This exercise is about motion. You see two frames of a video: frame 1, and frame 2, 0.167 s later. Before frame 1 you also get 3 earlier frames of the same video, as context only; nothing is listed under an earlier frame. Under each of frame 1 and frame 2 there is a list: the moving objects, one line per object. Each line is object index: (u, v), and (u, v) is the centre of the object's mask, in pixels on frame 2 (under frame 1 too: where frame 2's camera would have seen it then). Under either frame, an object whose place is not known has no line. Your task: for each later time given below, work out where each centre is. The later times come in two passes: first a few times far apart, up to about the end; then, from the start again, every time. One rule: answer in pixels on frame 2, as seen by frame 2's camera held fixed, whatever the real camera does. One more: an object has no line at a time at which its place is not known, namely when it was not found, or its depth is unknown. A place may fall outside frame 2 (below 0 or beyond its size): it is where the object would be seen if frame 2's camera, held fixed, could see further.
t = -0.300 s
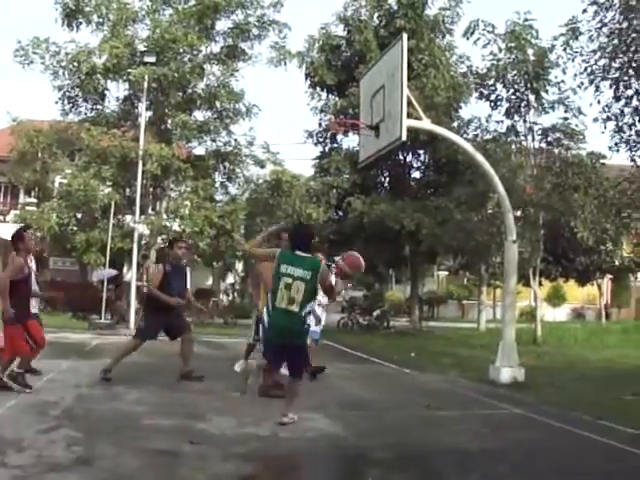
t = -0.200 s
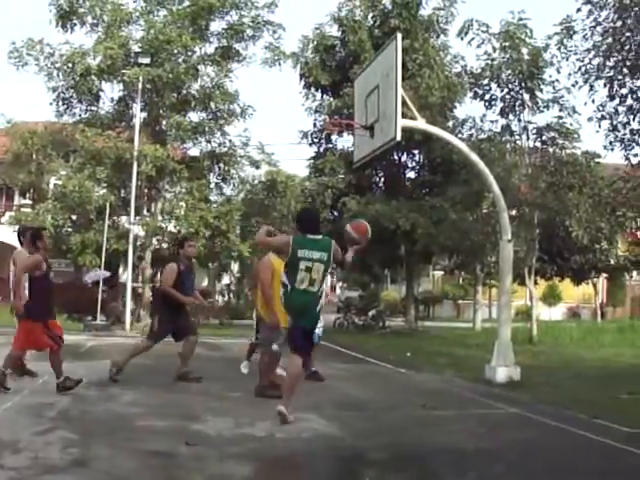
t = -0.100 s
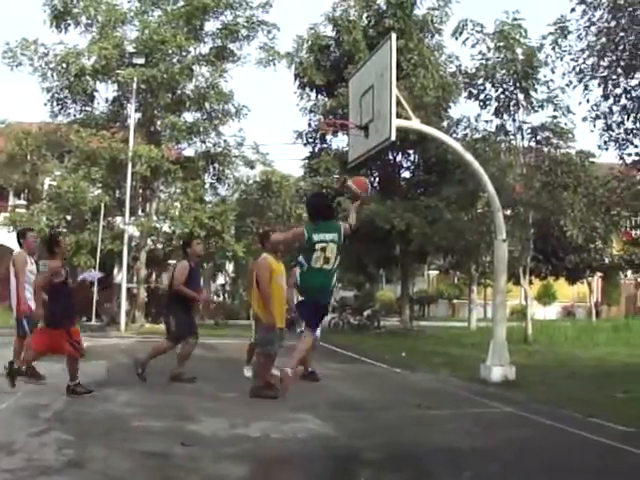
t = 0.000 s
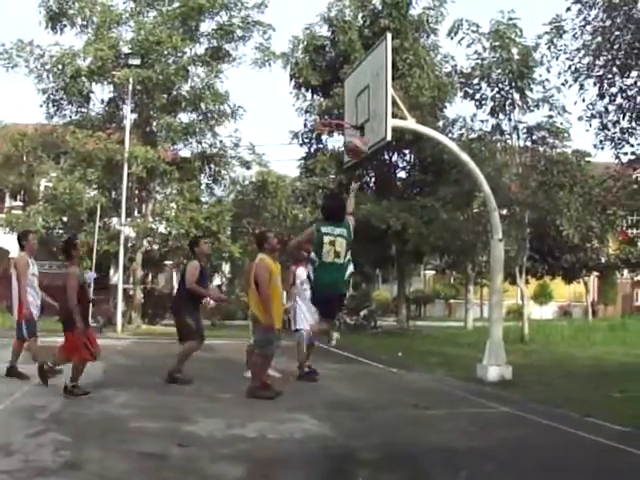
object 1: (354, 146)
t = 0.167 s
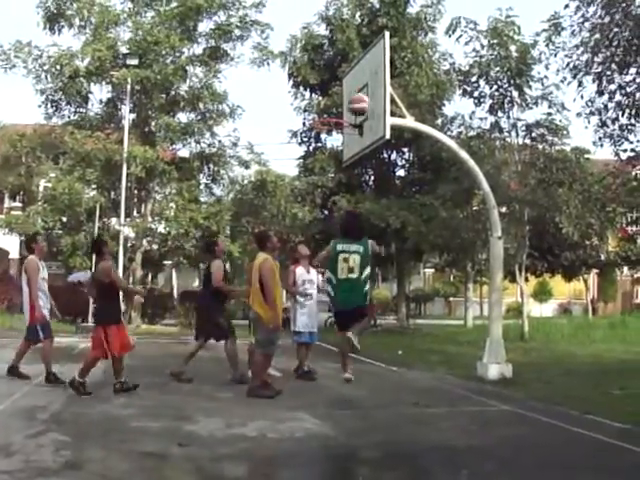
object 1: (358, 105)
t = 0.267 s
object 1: (360, 93)
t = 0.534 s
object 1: (348, 105)
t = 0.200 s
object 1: (358, 100)
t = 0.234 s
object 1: (359, 96)
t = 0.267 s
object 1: (360, 93)
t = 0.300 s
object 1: (360, 93)
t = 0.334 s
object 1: (361, 92)
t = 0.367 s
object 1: (362, 92)
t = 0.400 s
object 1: (361, 93)
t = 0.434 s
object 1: (358, 94)
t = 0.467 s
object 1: (354, 97)
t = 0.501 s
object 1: (352, 100)
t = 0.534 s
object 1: (348, 105)
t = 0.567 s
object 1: (343, 108)
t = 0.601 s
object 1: (340, 112)
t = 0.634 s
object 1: (337, 120)
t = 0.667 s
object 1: (335, 127)
